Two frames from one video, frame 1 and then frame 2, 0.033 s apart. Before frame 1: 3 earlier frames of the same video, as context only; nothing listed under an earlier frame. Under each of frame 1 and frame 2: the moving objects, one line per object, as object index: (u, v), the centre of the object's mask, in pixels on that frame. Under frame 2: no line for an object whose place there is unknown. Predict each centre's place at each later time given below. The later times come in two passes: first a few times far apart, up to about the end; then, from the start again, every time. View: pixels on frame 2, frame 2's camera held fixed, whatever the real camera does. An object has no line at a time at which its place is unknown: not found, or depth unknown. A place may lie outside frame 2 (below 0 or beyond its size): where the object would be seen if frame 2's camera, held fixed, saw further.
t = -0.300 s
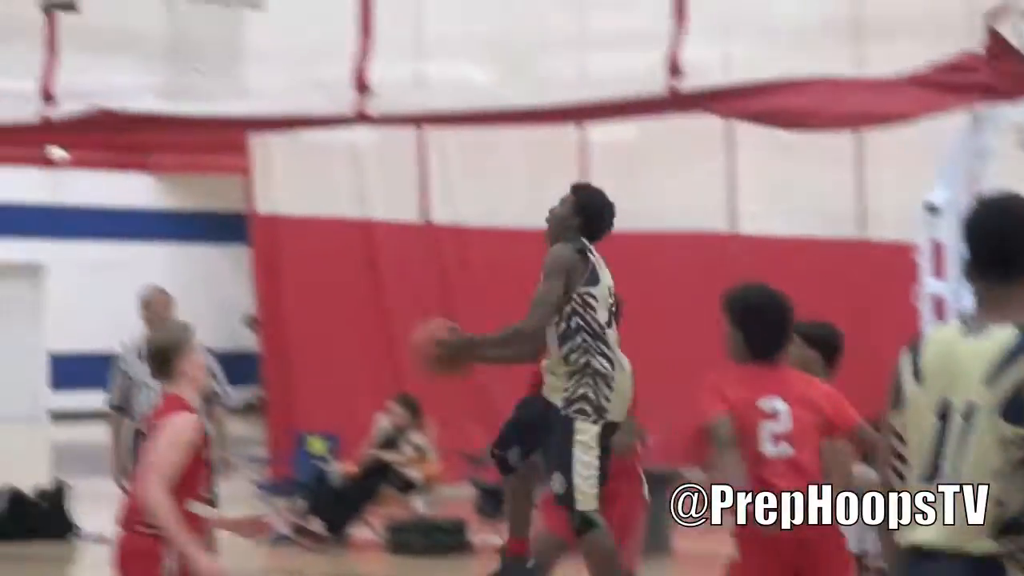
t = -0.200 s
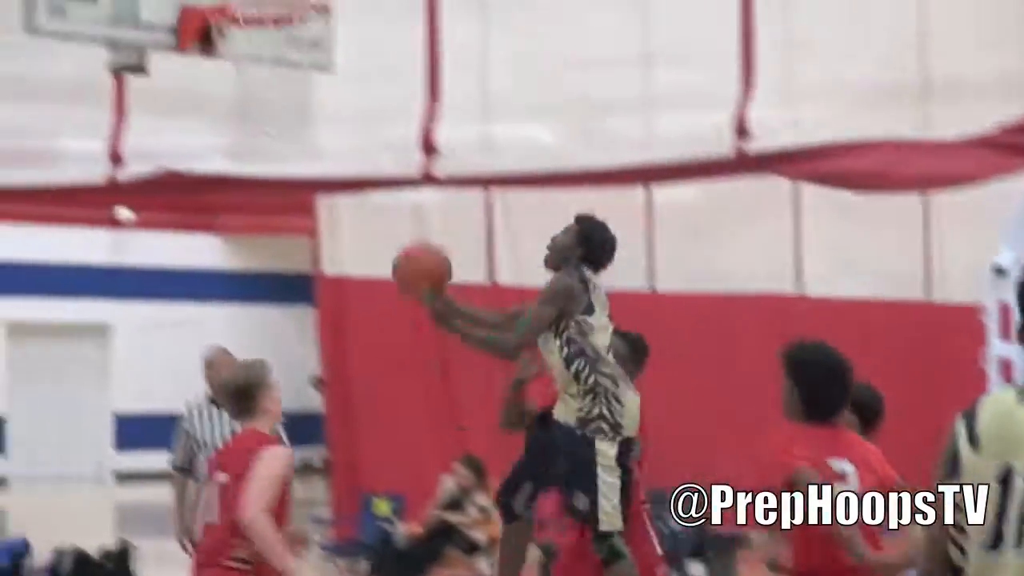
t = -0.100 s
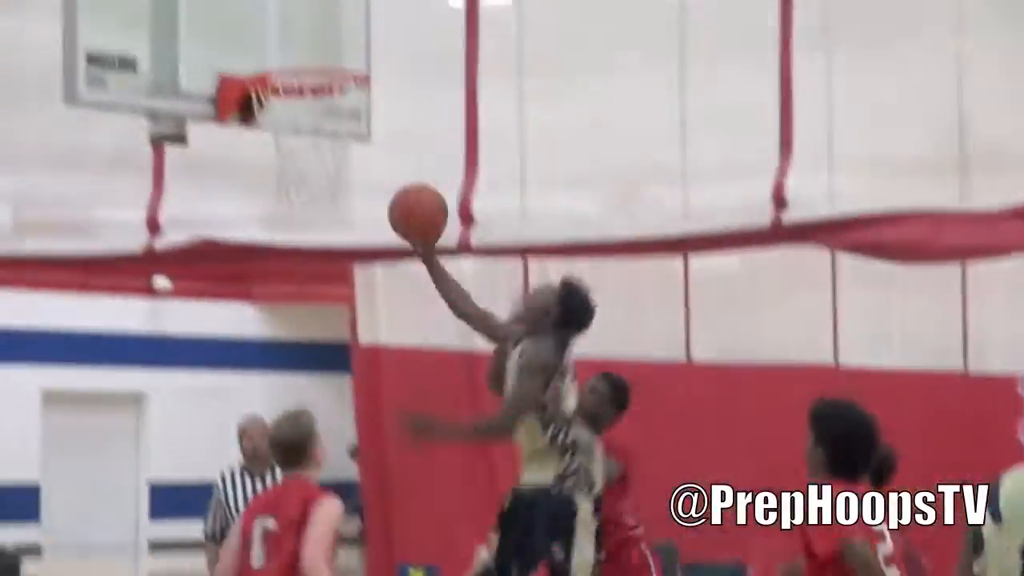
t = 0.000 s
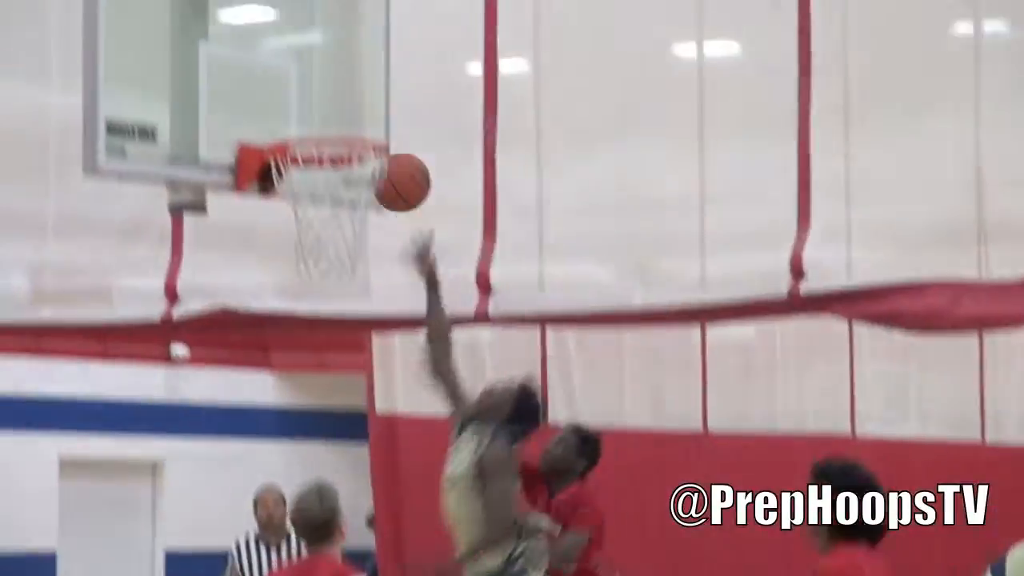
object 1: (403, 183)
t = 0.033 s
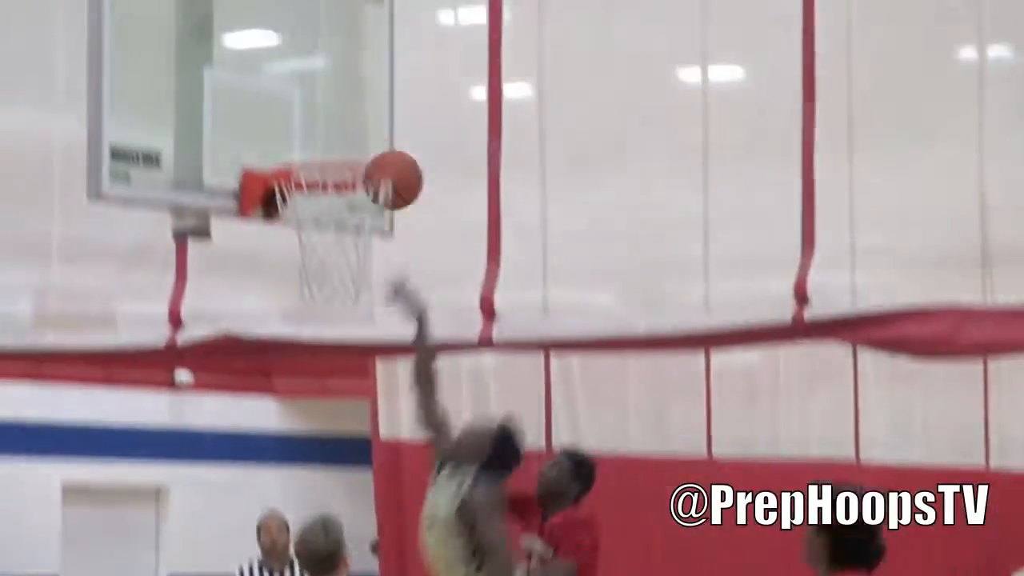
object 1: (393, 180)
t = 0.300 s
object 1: (360, 72)
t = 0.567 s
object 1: (386, 141)
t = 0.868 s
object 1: (344, 151)
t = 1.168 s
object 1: (305, 357)
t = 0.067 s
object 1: (381, 155)
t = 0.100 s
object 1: (369, 134)
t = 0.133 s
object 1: (357, 115)
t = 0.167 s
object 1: (347, 100)
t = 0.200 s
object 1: (350, 90)
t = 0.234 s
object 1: (353, 81)
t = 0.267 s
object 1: (356, 75)
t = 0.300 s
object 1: (360, 72)
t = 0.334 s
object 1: (363, 71)
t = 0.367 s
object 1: (366, 72)
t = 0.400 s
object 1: (369, 77)
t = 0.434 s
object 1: (372, 84)
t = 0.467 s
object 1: (376, 94)
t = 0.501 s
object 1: (379, 107)
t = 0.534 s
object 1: (382, 122)
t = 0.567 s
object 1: (386, 141)
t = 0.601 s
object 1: (385, 147)
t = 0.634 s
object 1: (379, 139)
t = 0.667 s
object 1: (374, 134)
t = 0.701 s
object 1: (369, 131)
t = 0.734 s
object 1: (364, 132)
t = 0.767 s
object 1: (359, 135)
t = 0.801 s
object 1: (353, 140)
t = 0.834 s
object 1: (348, 145)
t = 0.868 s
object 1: (344, 151)
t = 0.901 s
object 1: (336, 173)
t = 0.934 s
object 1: (333, 191)
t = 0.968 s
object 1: (327, 209)
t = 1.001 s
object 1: (321, 233)
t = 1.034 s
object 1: (315, 256)
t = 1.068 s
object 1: (313, 278)
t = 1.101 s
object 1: (311, 302)
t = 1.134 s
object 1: (308, 329)
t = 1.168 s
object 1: (305, 357)
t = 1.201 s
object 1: (302, 388)
